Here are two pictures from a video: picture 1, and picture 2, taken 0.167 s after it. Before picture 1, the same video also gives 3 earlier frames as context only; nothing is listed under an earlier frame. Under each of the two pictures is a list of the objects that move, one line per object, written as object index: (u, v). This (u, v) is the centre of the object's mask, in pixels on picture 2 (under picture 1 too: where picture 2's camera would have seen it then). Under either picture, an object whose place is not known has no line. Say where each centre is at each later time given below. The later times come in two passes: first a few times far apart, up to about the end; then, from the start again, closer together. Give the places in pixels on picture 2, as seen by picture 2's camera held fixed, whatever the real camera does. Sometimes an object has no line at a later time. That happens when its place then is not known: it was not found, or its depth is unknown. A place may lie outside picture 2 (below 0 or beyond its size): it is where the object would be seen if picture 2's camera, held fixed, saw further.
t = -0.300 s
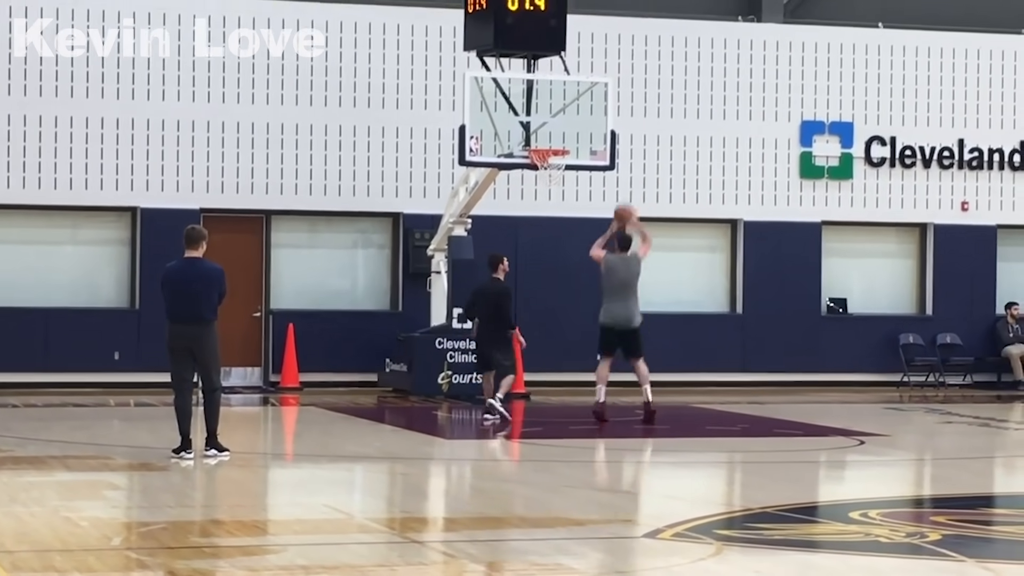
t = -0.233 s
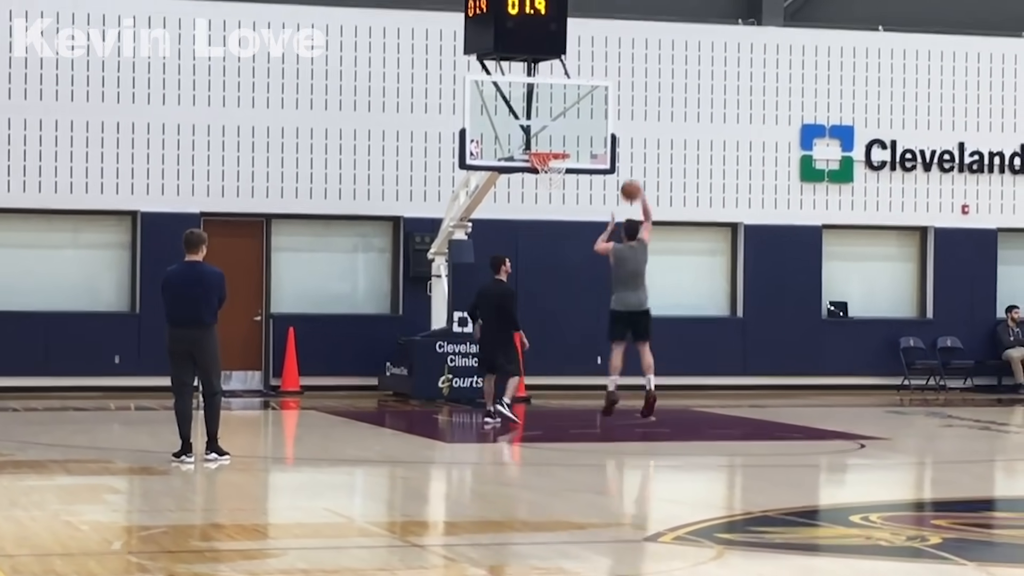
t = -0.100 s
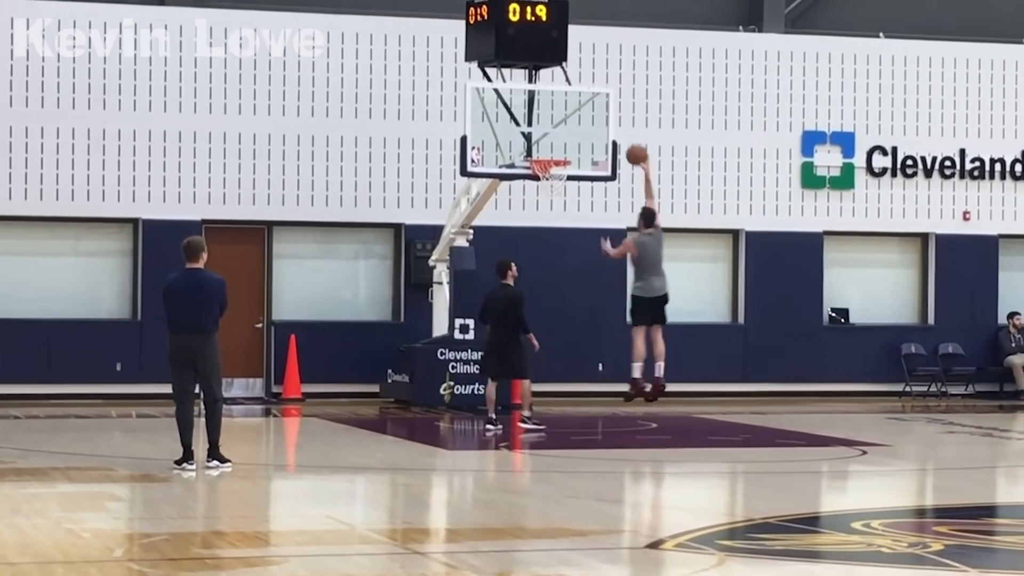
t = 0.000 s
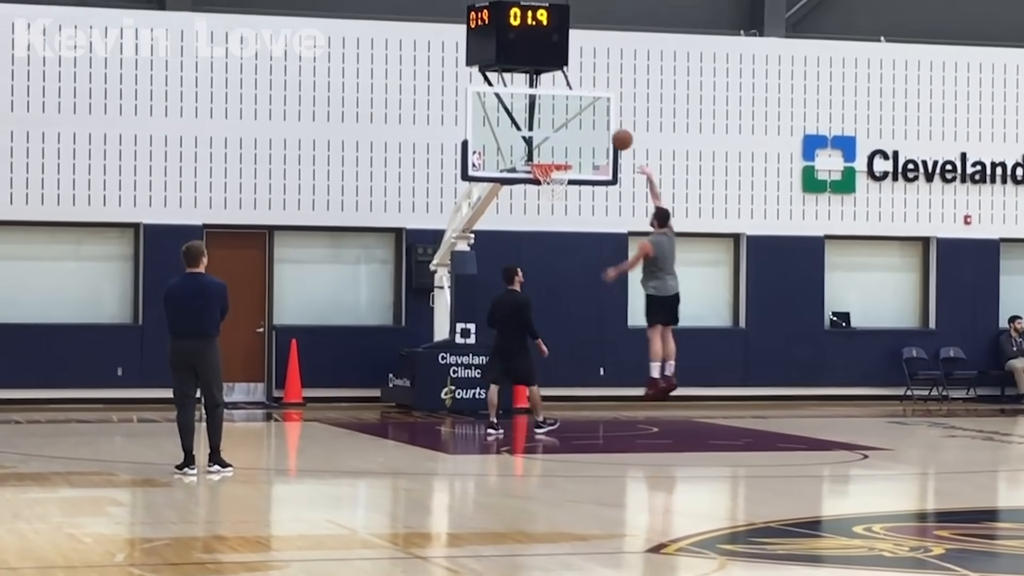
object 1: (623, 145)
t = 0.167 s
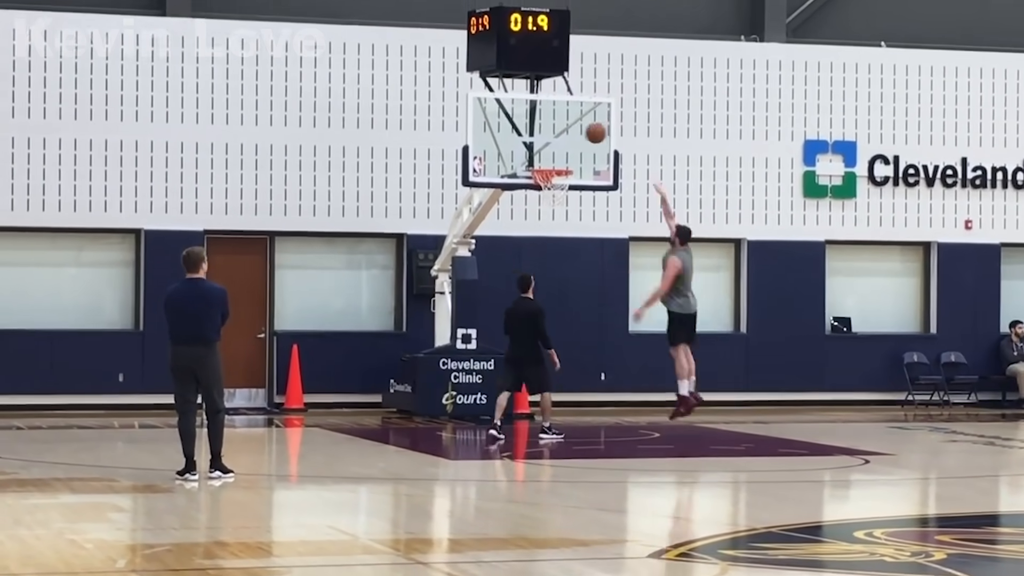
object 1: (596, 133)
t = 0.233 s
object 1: (585, 135)
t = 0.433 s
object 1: (554, 161)
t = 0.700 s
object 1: (543, 204)
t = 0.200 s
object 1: (590, 133)
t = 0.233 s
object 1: (585, 135)
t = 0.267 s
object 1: (580, 137)
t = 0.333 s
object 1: (569, 145)
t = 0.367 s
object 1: (564, 150)
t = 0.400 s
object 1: (559, 155)
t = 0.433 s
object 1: (554, 161)
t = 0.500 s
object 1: (543, 179)
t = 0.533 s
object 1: (540, 187)
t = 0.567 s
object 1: (540, 188)
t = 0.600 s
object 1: (541, 189)
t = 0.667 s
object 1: (543, 199)
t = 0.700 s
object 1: (543, 204)
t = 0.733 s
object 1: (544, 210)
